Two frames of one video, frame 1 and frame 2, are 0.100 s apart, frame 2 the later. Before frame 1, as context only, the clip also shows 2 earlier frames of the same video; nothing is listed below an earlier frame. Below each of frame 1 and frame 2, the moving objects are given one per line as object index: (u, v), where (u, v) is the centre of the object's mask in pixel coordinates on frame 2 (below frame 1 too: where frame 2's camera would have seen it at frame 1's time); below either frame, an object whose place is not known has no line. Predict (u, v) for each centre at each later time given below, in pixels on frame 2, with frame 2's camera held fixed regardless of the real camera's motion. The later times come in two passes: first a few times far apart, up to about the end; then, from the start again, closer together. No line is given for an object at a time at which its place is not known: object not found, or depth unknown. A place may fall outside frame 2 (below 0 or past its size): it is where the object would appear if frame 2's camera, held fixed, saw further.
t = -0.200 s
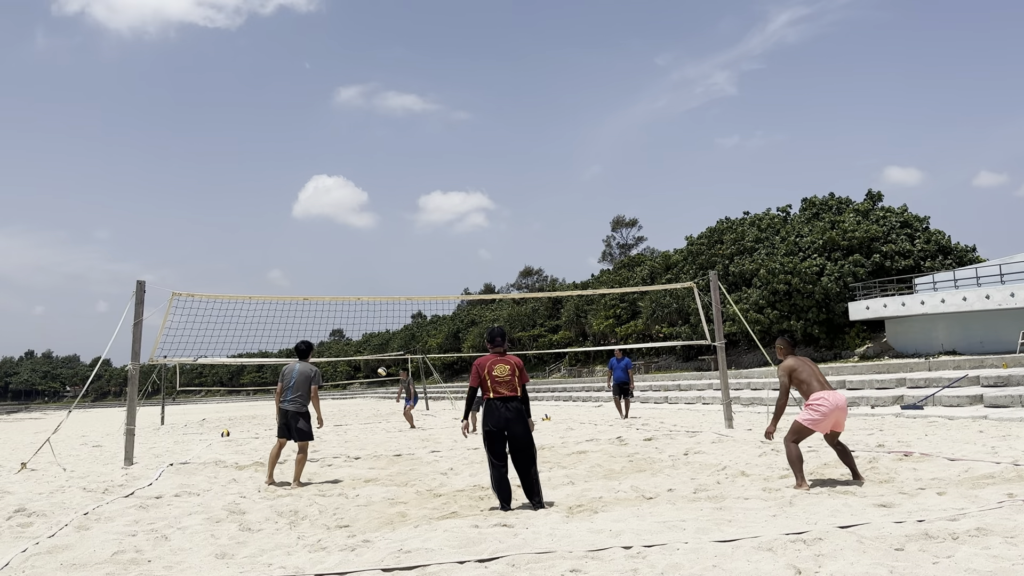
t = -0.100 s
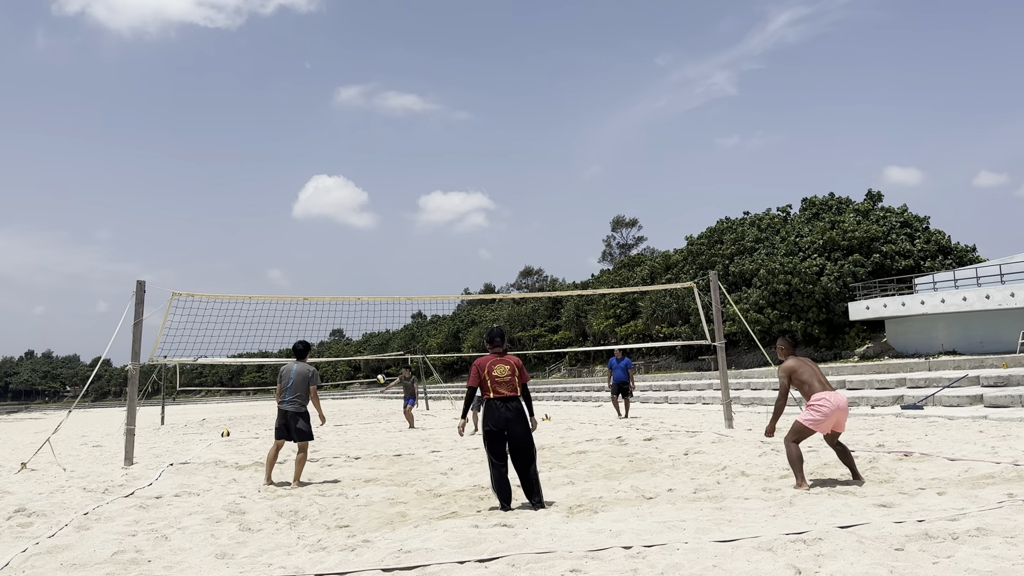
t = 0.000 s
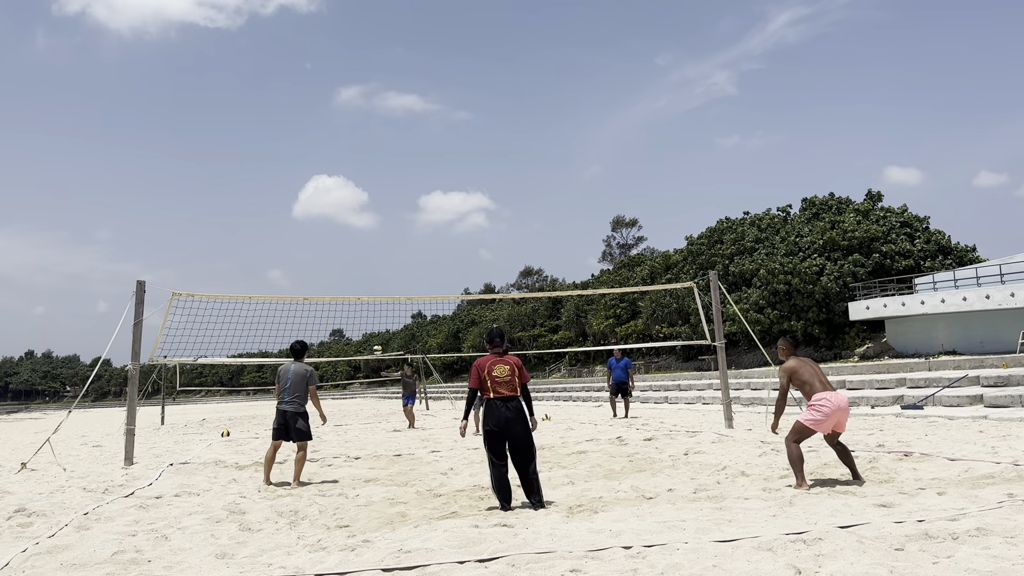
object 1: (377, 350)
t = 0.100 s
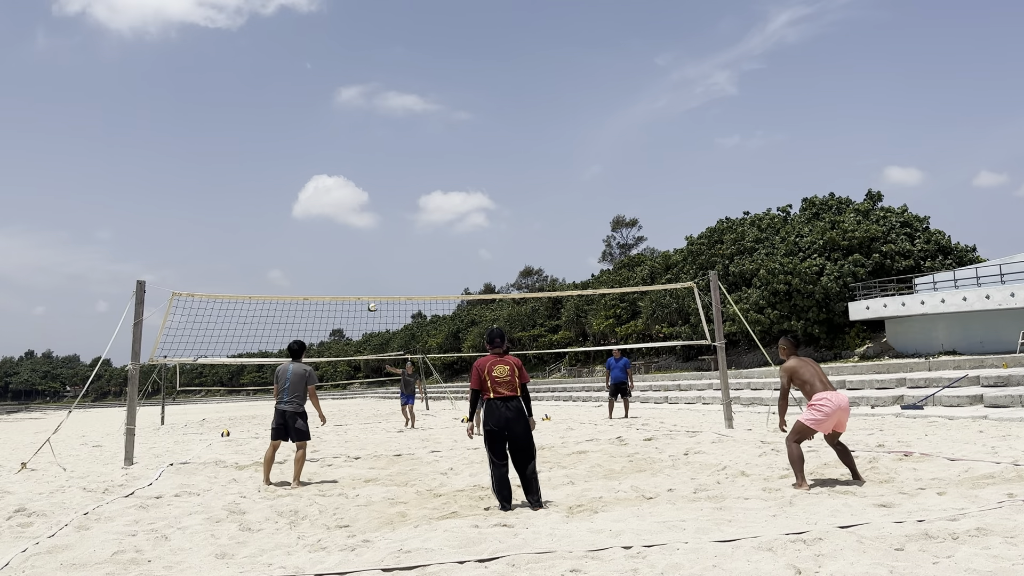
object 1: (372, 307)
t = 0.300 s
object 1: (362, 233)
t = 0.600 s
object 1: (346, 148)
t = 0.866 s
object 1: (334, 106)
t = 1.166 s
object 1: (323, 106)
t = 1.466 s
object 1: (319, 168)
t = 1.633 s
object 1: (316, 233)
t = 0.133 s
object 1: (370, 293)
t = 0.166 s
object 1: (369, 282)
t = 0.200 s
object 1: (367, 269)
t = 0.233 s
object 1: (366, 257)
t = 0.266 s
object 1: (364, 245)
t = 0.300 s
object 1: (362, 233)
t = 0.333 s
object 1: (361, 222)
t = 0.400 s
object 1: (357, 201)
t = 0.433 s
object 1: (356, 191)
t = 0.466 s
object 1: (354, 181)
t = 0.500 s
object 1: (352, 173)
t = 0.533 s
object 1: (350, 164)
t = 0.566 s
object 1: (348, 156)
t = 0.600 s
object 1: (346, 148)
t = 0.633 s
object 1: (344, 141)
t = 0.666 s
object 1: (343, 135)
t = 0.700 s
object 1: (341, 129)
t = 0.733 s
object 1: (340, 123)
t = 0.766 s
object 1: (338, 118)
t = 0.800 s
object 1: (337, 113)
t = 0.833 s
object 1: (335, 109)
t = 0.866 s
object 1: (334, 106)
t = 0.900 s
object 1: (332, 103)
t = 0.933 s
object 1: (330, 101)
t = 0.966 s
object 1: (329, 100)
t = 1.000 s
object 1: (328, 99)
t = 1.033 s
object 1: (326, 99)
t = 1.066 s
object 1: (325, 100)
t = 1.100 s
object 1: (324, 101)
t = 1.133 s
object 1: (324, 103)
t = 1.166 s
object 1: (323, 106)
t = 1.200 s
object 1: (322, 110)
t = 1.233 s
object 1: (321, 114)
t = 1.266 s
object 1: (321, 120)
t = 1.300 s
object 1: (320, 126)
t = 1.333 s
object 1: (319, 133)
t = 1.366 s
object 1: (319, 140)
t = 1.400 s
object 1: (319, 149)
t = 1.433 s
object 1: (319, 158)
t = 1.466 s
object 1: (319, 168)
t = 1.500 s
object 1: (318, 179)
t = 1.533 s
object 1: (318, 192)
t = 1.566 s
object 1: (318, 204)
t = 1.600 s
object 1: (317, 218)
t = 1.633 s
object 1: (316, 233)
